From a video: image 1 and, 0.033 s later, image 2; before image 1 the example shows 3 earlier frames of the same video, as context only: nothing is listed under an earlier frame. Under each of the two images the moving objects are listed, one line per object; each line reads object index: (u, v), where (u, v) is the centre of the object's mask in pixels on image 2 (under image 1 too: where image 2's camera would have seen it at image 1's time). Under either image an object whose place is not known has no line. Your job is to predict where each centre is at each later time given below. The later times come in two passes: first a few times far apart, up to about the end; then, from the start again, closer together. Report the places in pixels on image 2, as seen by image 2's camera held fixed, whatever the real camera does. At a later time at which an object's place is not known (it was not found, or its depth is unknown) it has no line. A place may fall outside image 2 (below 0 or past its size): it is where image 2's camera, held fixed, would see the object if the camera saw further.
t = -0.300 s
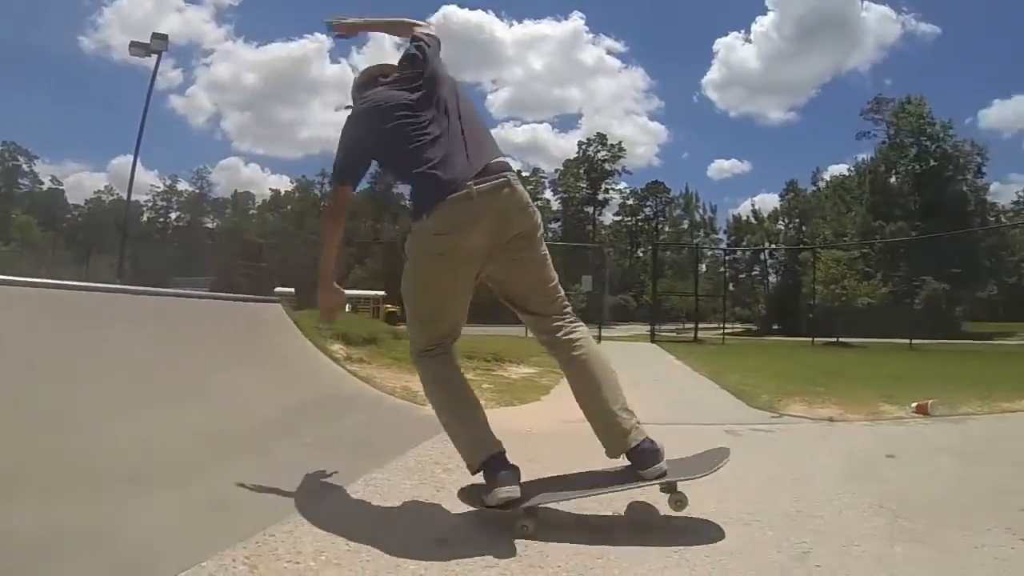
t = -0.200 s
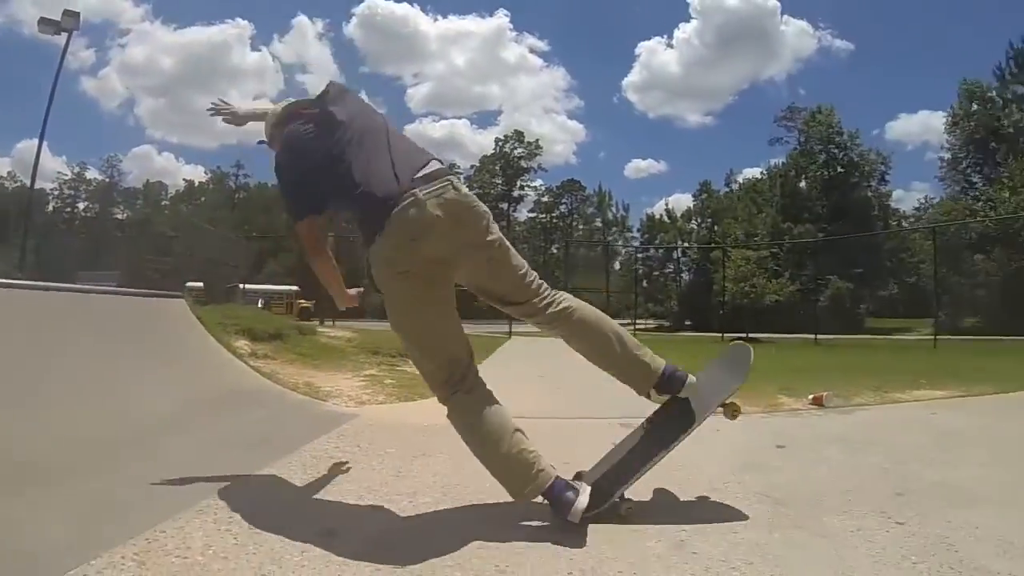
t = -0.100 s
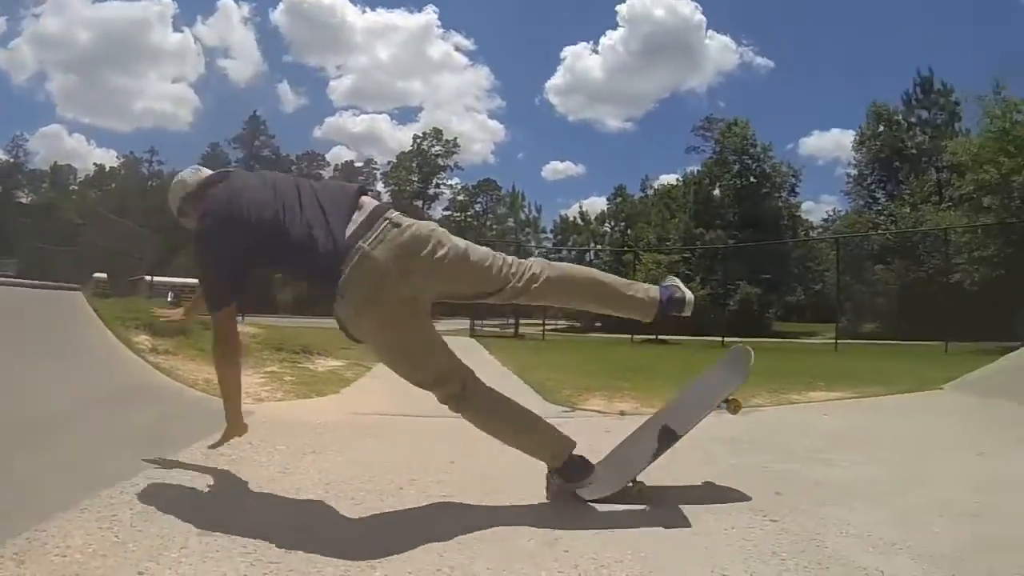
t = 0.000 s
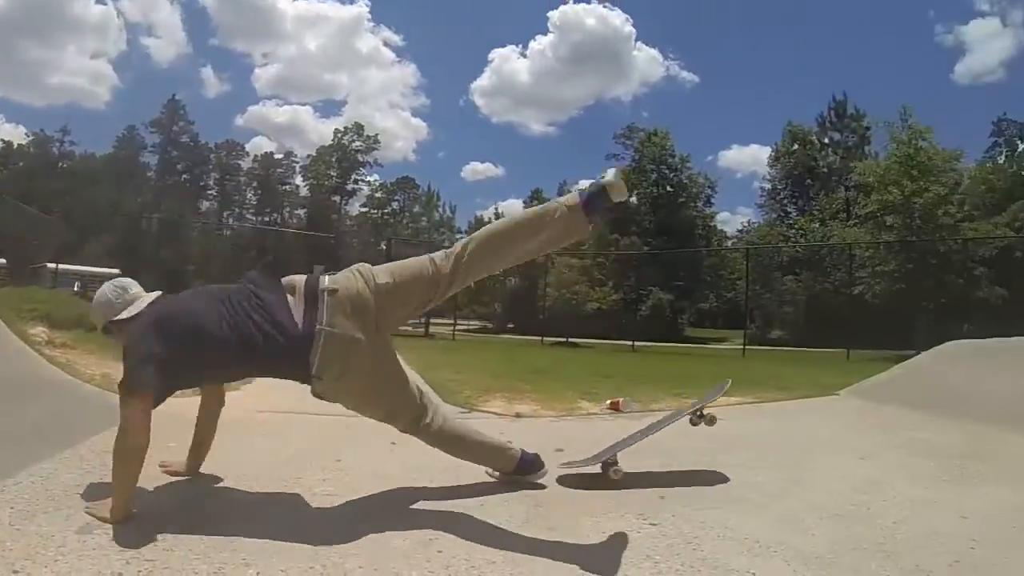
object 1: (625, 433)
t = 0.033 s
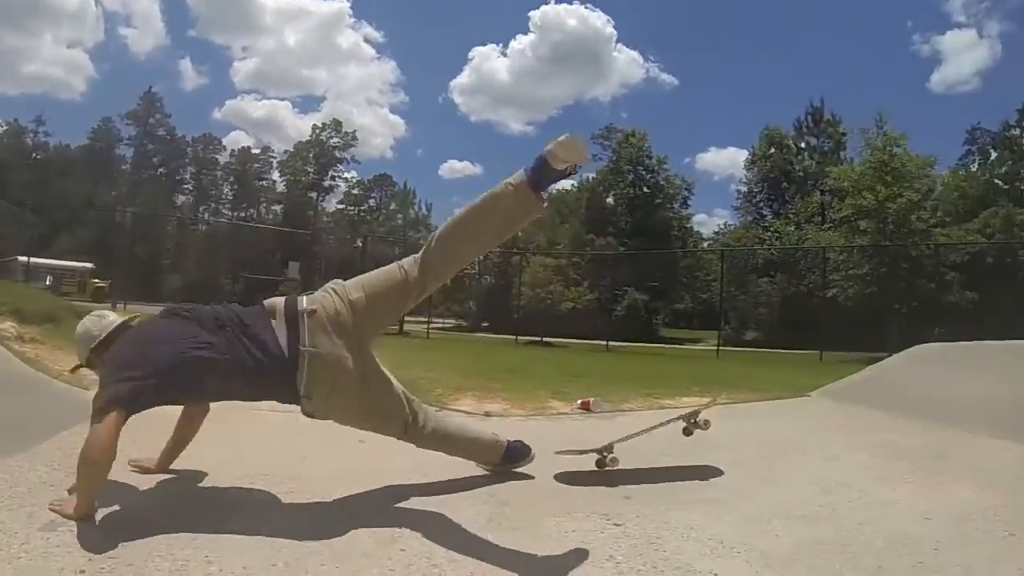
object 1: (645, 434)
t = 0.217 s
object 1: (744, 433)
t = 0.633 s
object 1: (911, 408)
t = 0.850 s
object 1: (948, 382)
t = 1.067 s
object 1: (972, 365)
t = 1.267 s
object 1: (987, 354)
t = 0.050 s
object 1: (650, 437)
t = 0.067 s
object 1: (659, 437)
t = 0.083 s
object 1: (664, 437)
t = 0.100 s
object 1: (673, 438)
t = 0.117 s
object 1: (683, 438)
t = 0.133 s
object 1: (693, 437)
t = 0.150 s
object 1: (703, 437)
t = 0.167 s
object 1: (713, 436)
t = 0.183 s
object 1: (724, 434)
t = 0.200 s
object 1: (734, 434)
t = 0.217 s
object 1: (744, 433)
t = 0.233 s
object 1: (754, 432)
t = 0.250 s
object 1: (763, 432)
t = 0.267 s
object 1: (774, 432)
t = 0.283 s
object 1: (784, 431)
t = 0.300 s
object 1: (794, 431)
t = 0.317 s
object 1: (805, 432)
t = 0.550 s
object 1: (890, 418)
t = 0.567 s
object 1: (894, 417)
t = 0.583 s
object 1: (898, 415)
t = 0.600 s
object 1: (902, 413)
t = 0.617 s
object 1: (907, 410)
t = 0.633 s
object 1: (911, 408)
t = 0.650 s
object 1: (915, 407)
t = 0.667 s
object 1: (918, 405)
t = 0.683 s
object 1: (922, 403)
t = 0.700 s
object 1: (924, 401)
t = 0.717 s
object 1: (927, 398)
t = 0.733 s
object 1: (930, 396)
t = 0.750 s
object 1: (932, 394)
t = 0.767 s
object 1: (935, 392)
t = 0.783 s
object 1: (938, 390)
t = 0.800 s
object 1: (940, 388)
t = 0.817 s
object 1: (943, 386)
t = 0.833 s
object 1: (946, 384)
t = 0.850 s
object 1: (948, 382)
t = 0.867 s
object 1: (950, 380)
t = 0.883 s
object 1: (952, 379)
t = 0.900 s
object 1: (954, 378)
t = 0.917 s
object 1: (958, 375)
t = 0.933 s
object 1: (960, 374)
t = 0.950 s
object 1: (962, 373)
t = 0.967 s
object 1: (964, 371)
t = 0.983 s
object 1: (964, 371)
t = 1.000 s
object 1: (966, 370)
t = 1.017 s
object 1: (967, 369)
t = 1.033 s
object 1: (969, 368)
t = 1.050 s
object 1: (971, 366)
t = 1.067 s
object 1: (972, 365)
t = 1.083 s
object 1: (974, 363)
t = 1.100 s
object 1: (975, 363)
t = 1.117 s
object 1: (977, 361)
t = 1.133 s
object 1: (978, 360)
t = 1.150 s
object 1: (979, 359)
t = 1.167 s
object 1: (981, 358)
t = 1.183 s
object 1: (982, 358)
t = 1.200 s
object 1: (983, 357)
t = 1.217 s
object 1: (983, 356)
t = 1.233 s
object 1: (984, 356)
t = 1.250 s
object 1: (986, 355)
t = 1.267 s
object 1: (987, 354)
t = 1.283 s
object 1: (988, 353)
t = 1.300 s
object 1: (988, 353)
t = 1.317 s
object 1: (987, 353)
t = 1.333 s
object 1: (988, 352)
